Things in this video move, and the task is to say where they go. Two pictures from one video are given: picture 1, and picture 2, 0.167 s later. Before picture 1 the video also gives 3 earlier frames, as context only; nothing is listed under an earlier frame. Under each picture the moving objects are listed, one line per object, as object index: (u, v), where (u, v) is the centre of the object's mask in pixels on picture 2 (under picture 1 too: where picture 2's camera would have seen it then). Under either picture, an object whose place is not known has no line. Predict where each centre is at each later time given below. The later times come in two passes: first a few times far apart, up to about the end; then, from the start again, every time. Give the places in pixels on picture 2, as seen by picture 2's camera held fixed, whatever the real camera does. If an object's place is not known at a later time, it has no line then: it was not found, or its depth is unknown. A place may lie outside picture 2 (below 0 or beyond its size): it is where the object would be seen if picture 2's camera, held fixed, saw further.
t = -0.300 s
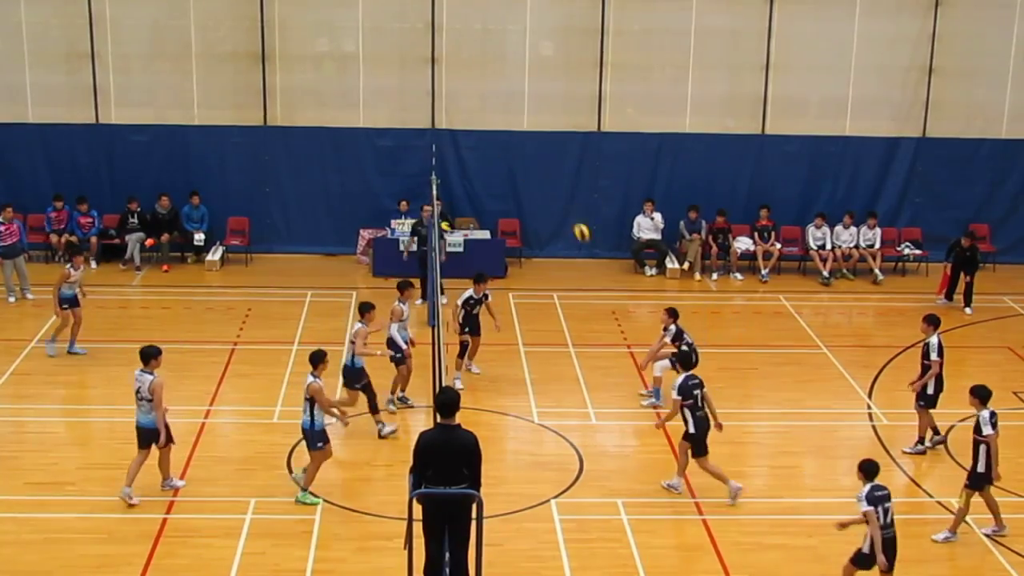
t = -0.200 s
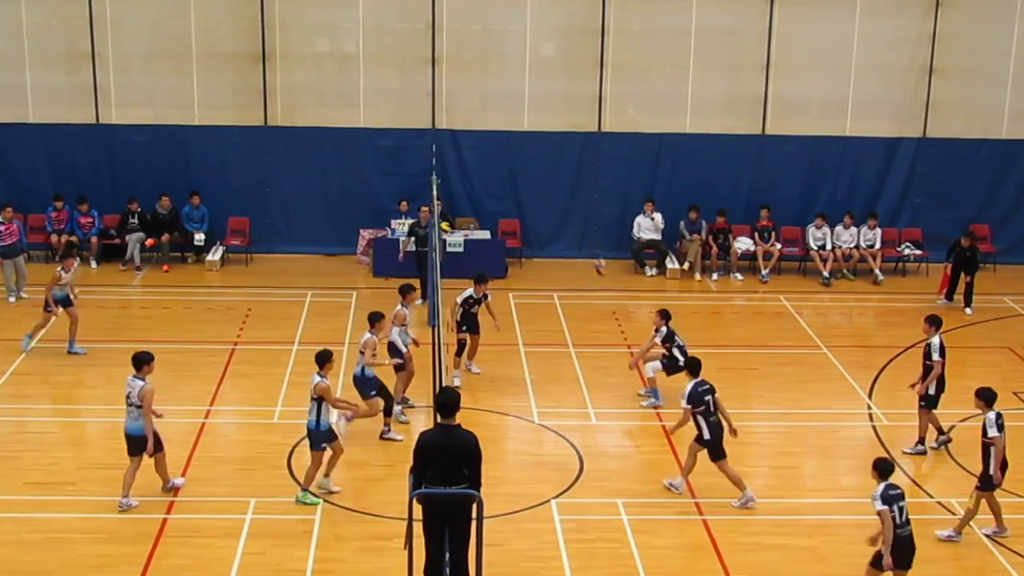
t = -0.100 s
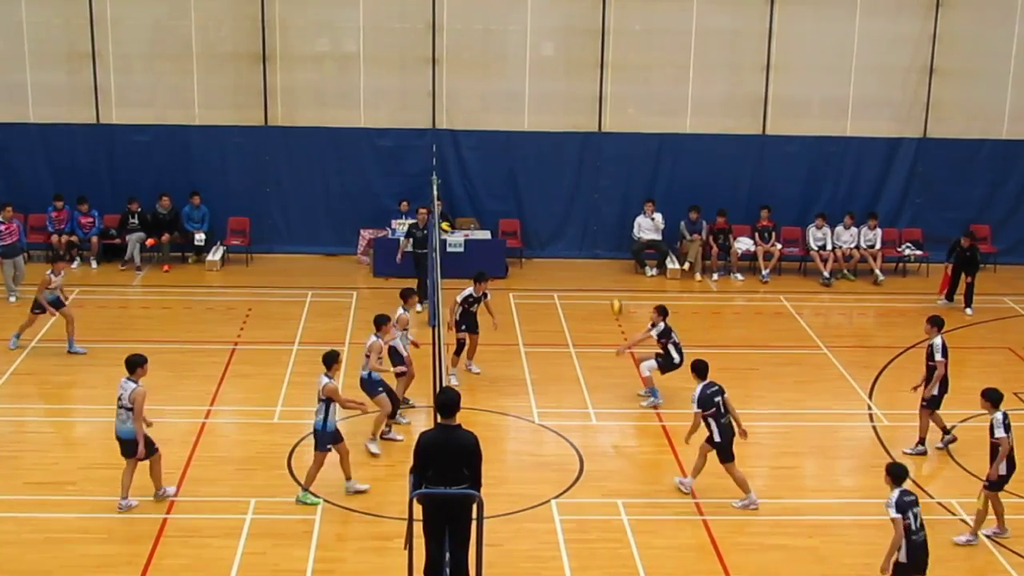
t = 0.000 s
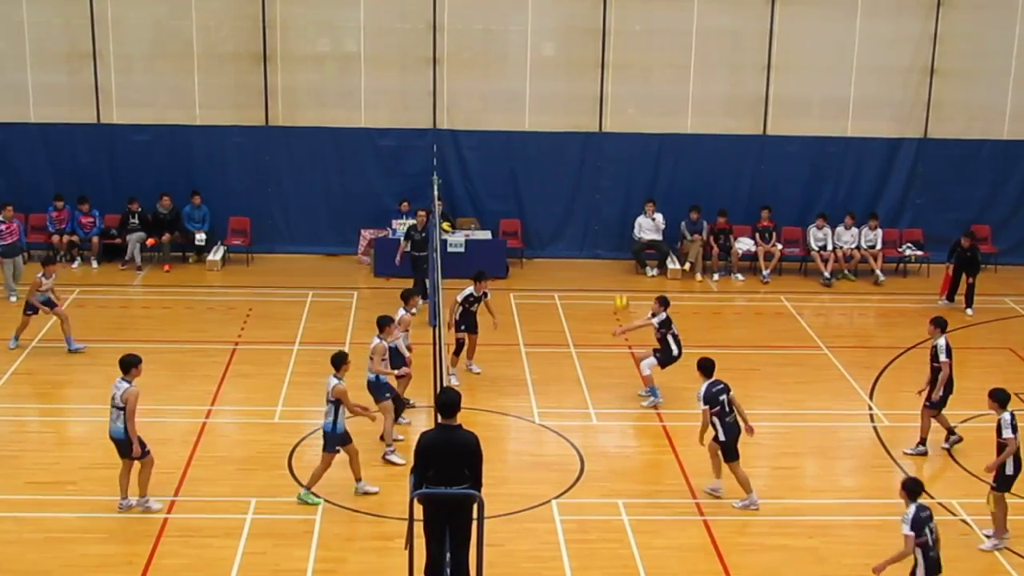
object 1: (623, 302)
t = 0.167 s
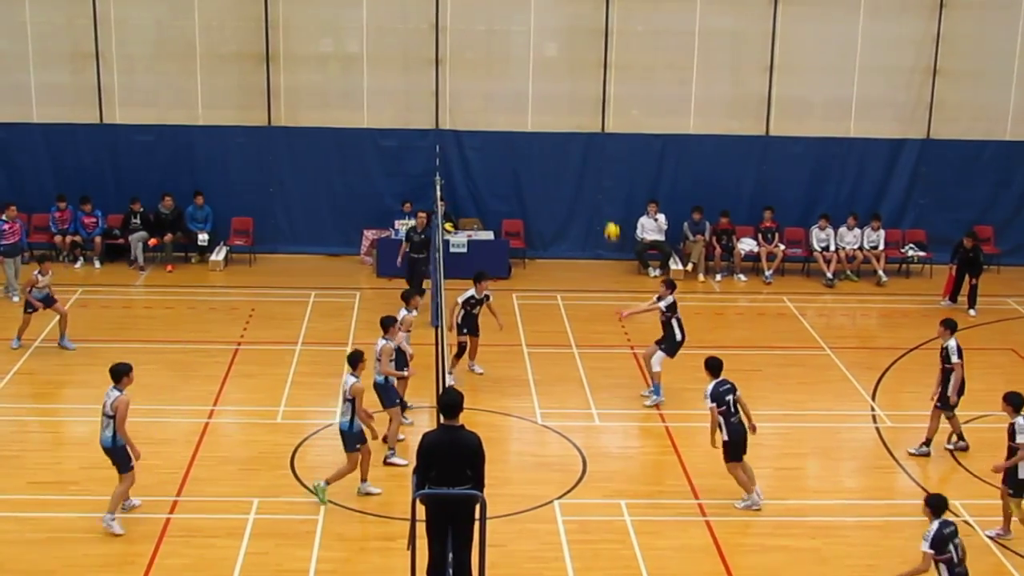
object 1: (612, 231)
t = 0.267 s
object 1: (605, 195)
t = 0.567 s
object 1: (583, 133)
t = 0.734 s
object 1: (571, 126)
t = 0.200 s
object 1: (609, 219)
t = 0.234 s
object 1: (607, 207)
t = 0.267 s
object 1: (605, 195)
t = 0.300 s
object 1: (603, 185)
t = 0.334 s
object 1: (600, 176)
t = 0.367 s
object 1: (597, 167)
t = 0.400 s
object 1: (595, 159)
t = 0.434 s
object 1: (593, 153)
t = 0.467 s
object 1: (590, 146)
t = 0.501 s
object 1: (588, 141)
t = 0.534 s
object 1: (586, 136)
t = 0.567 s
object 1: (583, 133)
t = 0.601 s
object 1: (581, 130)
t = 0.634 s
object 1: (578, 128)
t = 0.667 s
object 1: (576, 127)
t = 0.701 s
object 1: (574, 126)
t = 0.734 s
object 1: (571, 126)
